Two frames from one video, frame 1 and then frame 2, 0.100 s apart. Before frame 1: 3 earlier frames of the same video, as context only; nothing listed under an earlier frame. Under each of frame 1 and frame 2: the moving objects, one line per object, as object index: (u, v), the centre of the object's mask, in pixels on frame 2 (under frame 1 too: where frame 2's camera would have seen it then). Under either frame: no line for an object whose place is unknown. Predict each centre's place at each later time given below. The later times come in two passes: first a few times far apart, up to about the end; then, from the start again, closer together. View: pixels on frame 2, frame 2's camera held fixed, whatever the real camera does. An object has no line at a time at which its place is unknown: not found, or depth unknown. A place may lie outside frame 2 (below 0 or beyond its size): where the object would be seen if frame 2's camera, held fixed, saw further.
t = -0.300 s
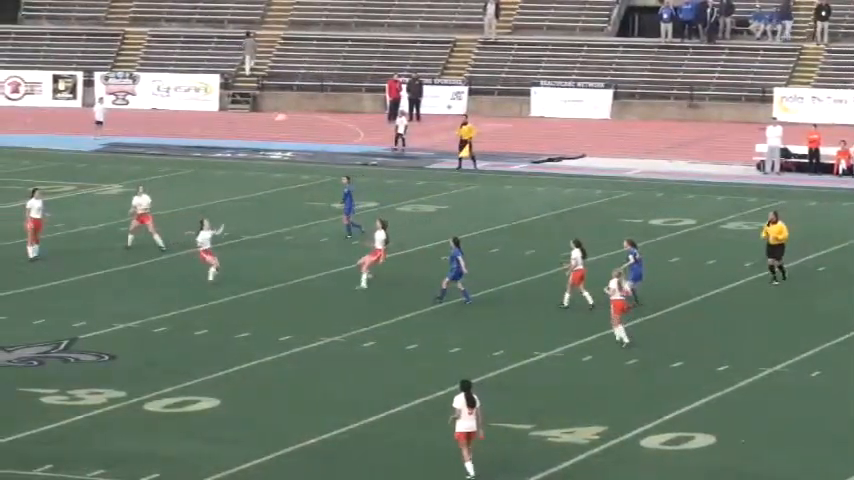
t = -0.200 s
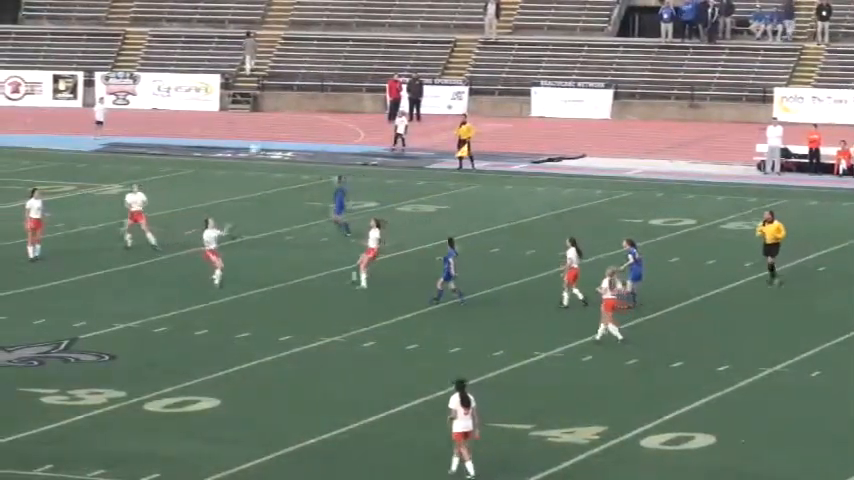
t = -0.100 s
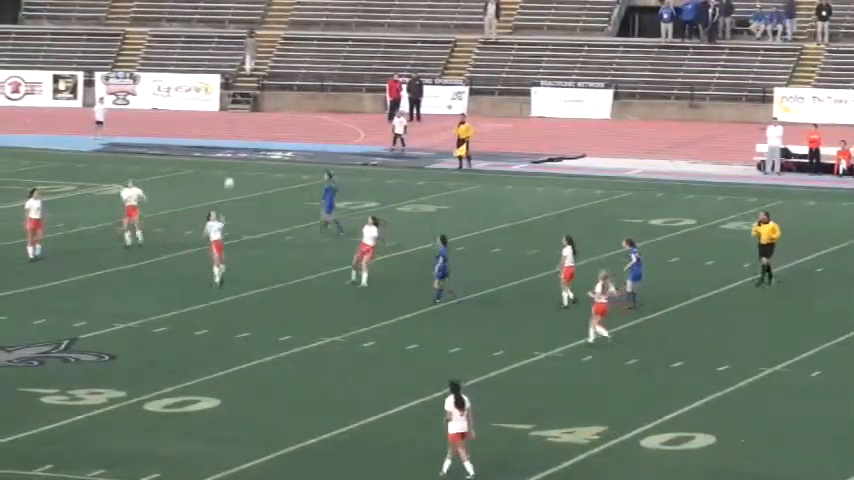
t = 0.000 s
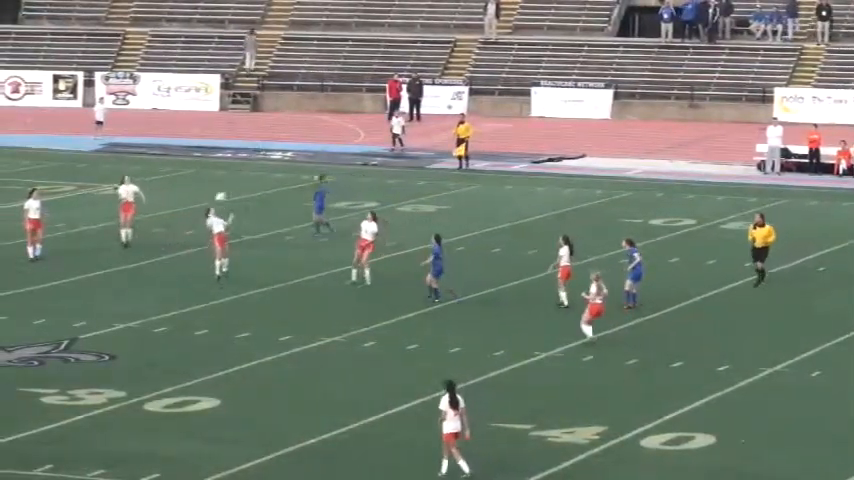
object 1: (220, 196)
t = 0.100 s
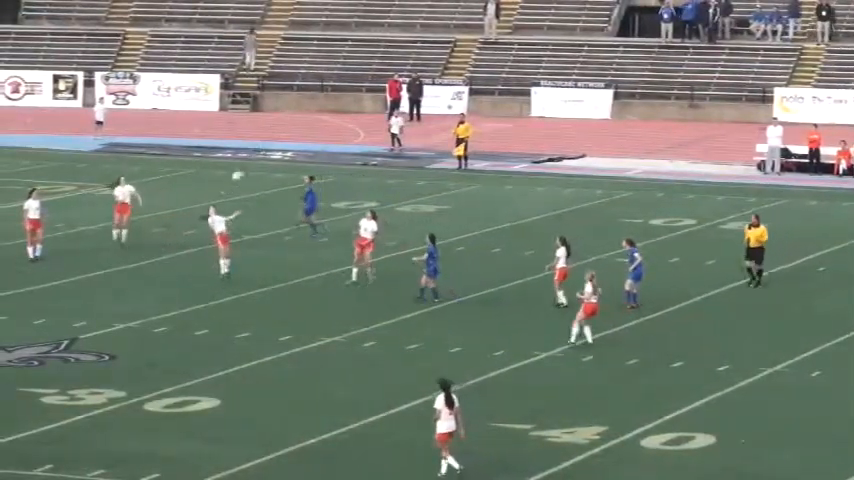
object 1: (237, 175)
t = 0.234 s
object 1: (259, 153)
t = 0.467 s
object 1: (295, 136)
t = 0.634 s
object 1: (319, 138)
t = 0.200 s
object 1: (253, 159)
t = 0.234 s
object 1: (259, 153)
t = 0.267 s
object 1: (263, 149)
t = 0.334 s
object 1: (274, 143)
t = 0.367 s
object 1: (280, 140)
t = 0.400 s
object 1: (285, 138)
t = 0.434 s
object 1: (289, 138)
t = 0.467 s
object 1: (295, 136)
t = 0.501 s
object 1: (300, 136)
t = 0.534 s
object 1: (305, 136)
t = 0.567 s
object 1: (310, 137)
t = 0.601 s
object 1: (315, 137)
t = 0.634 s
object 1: (319, 138)
